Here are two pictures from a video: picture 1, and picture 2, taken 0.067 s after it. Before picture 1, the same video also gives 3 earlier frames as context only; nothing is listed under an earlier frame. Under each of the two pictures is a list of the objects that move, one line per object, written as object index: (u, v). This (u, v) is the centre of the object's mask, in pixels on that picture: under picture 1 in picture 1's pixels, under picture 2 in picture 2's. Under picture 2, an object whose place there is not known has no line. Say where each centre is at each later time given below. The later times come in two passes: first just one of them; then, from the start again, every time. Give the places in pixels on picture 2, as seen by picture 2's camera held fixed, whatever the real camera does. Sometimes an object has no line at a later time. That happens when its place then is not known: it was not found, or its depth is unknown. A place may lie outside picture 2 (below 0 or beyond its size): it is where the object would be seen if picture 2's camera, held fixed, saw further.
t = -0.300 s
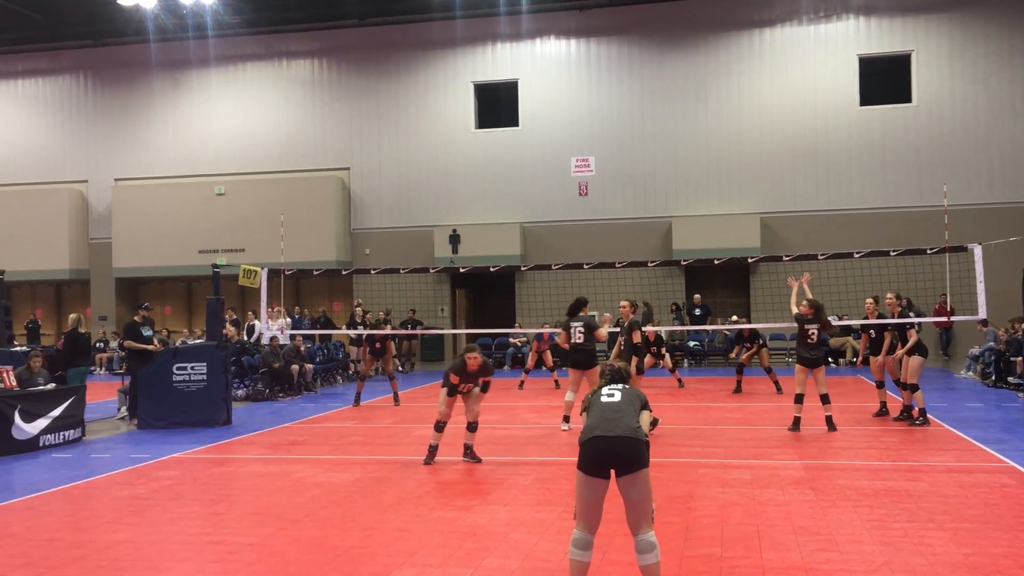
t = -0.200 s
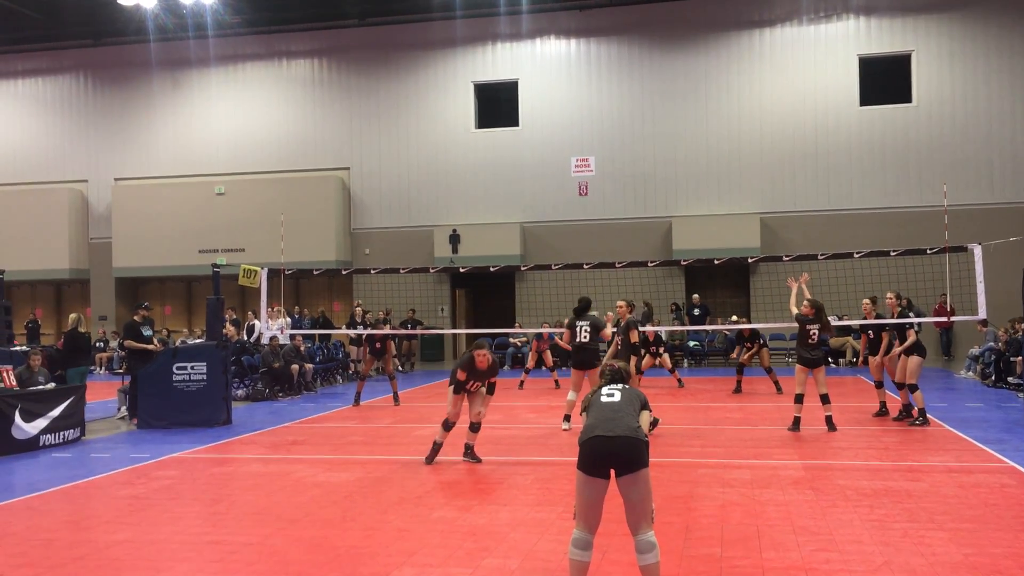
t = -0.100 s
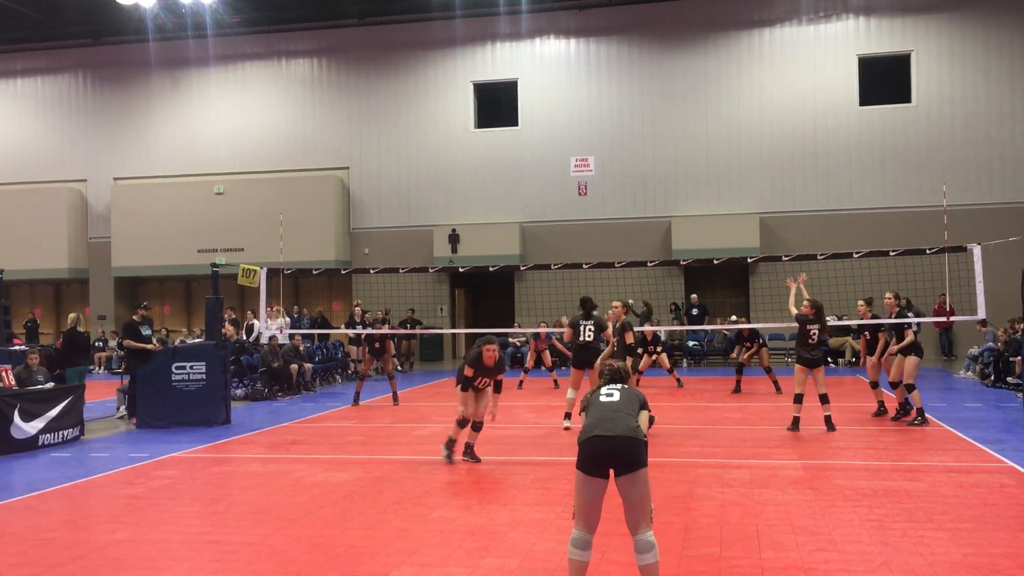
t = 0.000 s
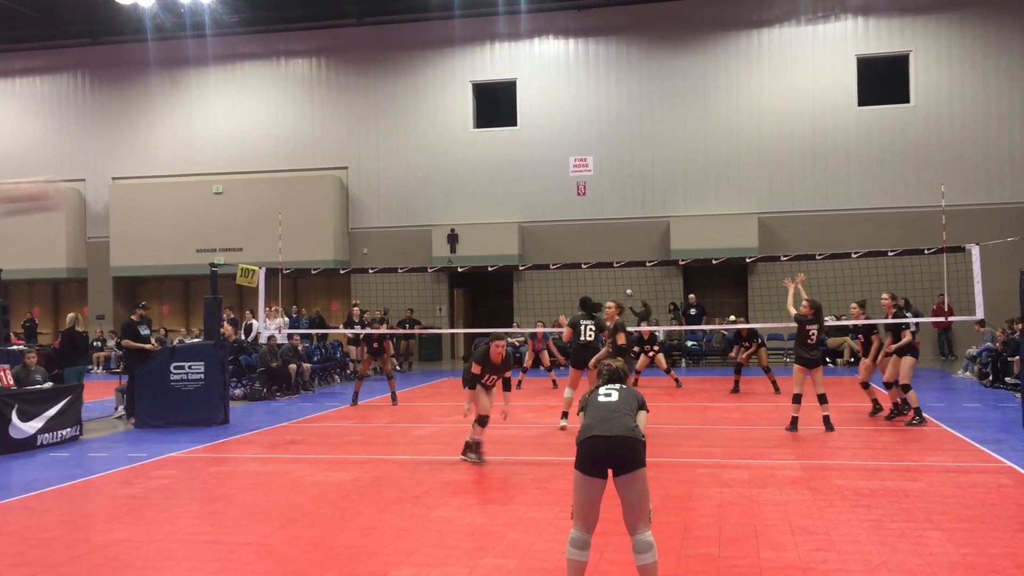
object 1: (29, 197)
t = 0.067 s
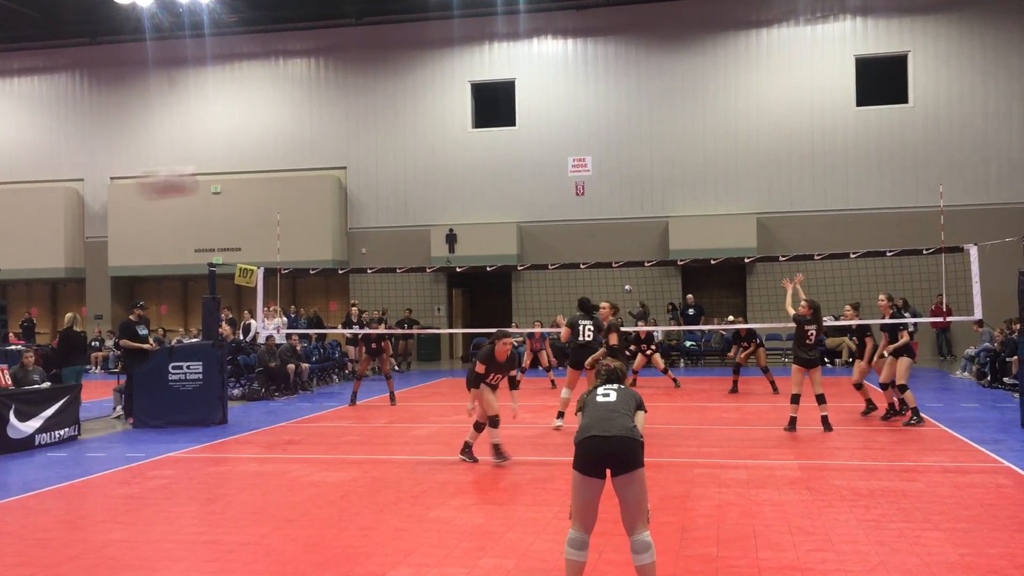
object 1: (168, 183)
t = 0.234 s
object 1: (406, 174)
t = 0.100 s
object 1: (228, 178)
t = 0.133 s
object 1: (281, 175)
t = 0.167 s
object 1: (326, 173)
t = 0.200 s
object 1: (370, 173)
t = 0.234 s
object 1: (406, 174)
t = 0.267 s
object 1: (441, 175)
